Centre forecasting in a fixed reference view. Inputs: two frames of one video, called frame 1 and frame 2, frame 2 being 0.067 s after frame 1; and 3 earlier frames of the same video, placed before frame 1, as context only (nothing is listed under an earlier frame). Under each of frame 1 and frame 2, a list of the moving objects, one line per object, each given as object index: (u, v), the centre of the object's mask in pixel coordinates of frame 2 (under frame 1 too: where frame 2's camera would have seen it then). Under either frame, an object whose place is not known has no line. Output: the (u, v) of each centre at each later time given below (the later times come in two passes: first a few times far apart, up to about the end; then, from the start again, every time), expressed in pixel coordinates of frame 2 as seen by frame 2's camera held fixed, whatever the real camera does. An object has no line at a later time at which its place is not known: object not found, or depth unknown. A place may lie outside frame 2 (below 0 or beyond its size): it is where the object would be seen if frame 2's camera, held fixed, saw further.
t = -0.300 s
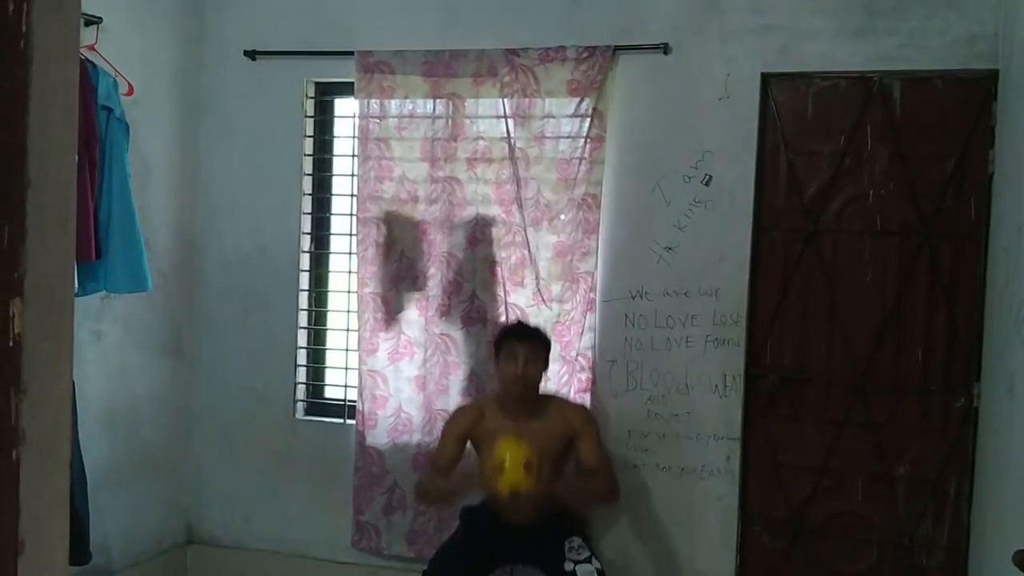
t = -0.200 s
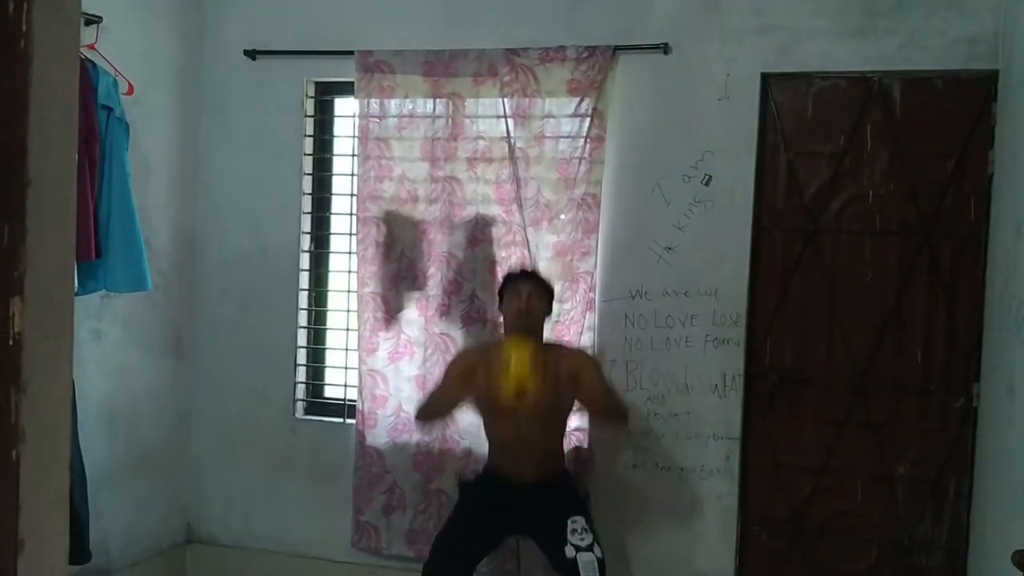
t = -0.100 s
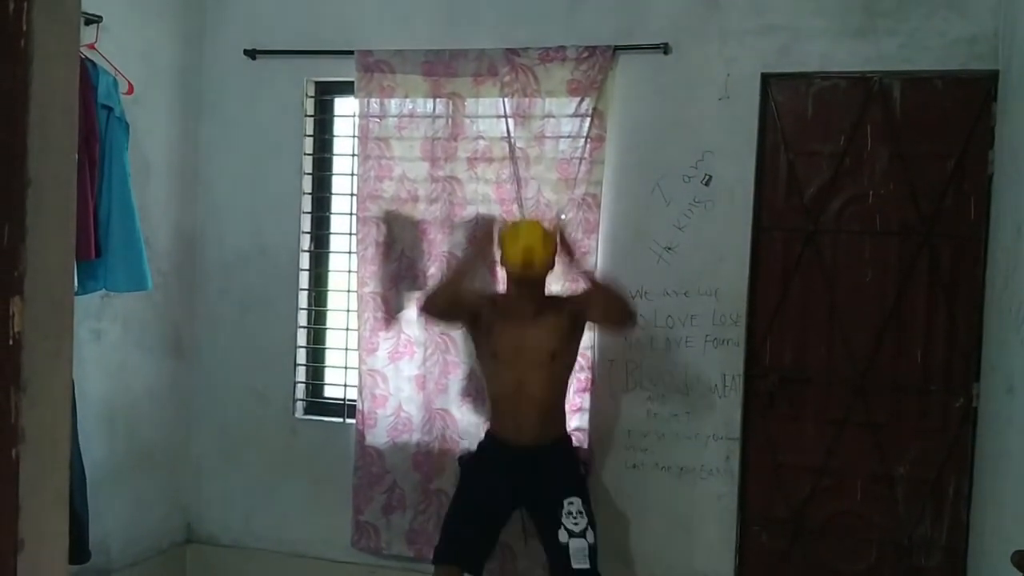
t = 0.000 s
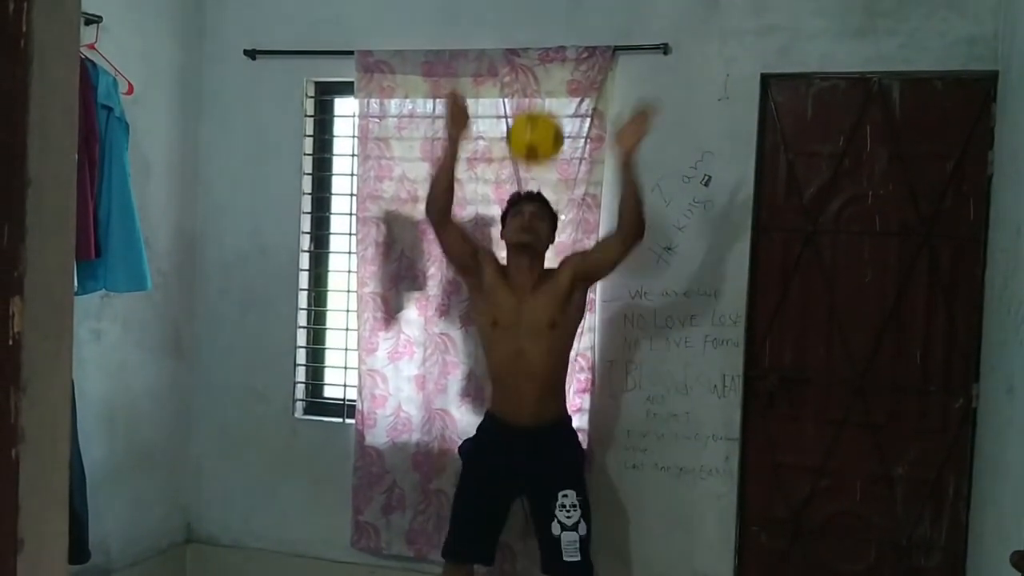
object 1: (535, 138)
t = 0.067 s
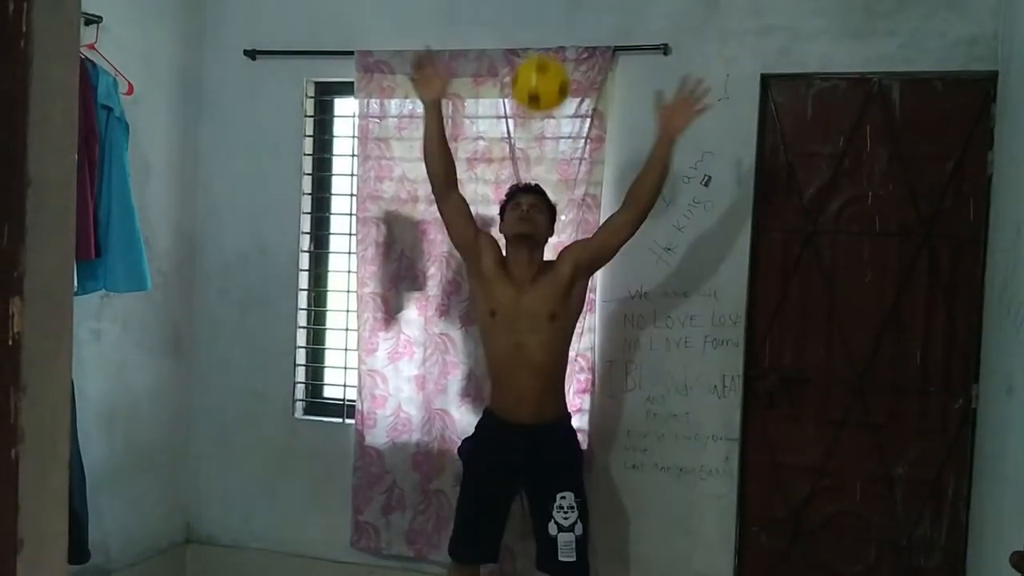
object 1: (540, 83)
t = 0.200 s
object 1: (551, 25)
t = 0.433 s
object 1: (561, 52)
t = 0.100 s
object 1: (543, 64)
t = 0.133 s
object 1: (546, 46)
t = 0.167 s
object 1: (549, 33)
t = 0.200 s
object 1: (551, 25)
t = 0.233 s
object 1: (553, 21)
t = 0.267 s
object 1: (555, 20)
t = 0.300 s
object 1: (557, 20)
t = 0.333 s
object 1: (559, 22)
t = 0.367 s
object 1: (560, 26)
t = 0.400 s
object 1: (561, 37)
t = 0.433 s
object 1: (561, 52)
